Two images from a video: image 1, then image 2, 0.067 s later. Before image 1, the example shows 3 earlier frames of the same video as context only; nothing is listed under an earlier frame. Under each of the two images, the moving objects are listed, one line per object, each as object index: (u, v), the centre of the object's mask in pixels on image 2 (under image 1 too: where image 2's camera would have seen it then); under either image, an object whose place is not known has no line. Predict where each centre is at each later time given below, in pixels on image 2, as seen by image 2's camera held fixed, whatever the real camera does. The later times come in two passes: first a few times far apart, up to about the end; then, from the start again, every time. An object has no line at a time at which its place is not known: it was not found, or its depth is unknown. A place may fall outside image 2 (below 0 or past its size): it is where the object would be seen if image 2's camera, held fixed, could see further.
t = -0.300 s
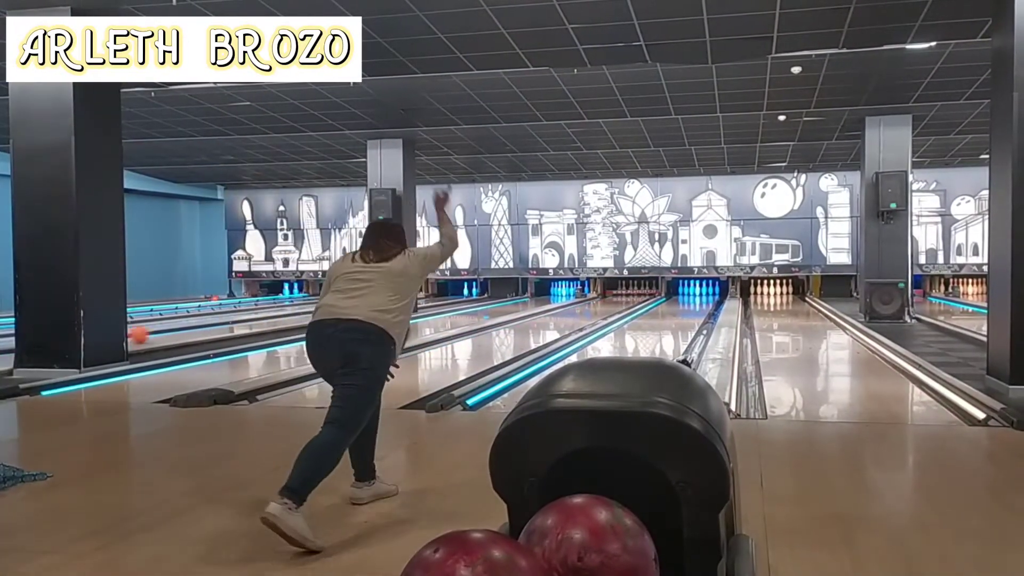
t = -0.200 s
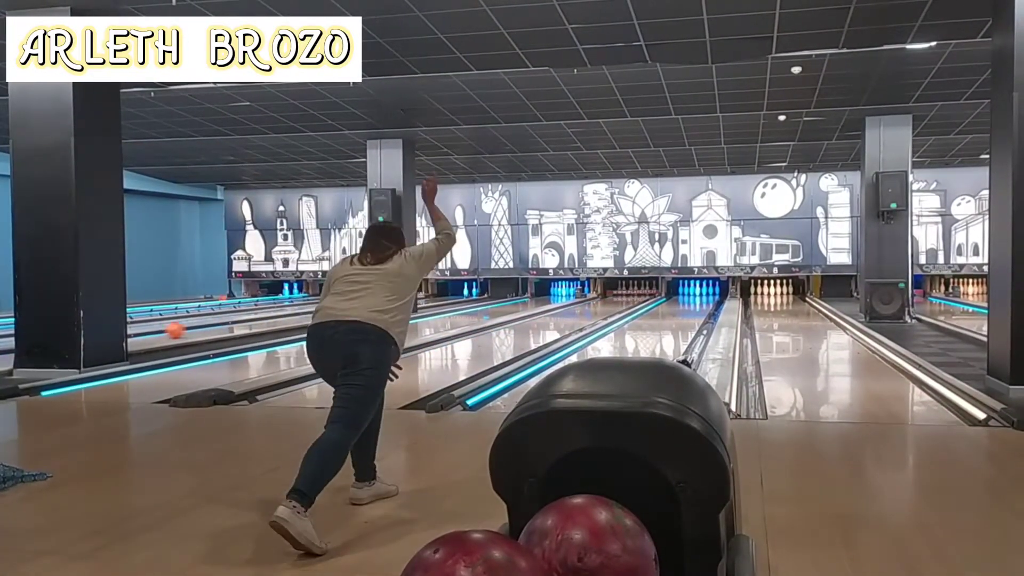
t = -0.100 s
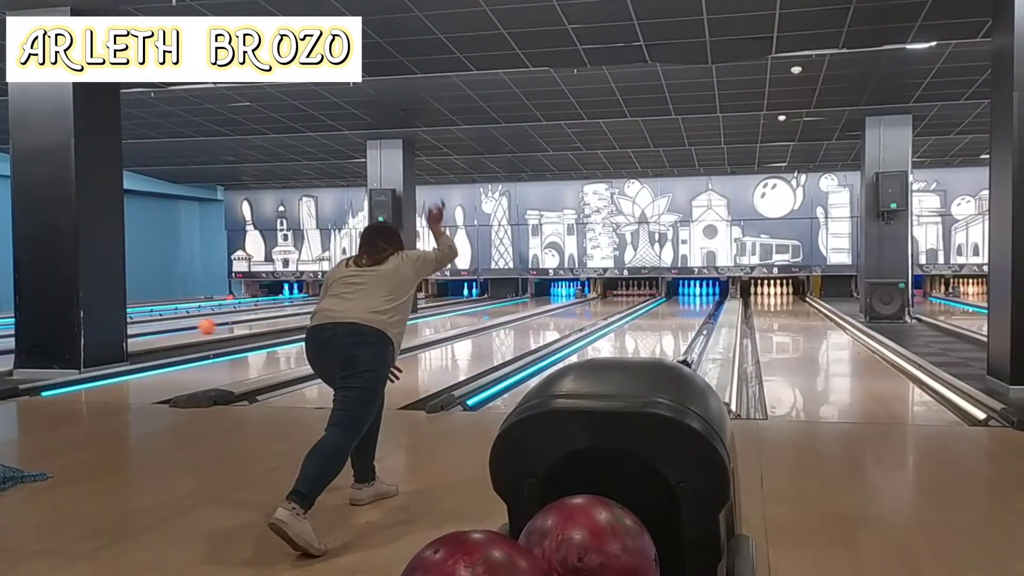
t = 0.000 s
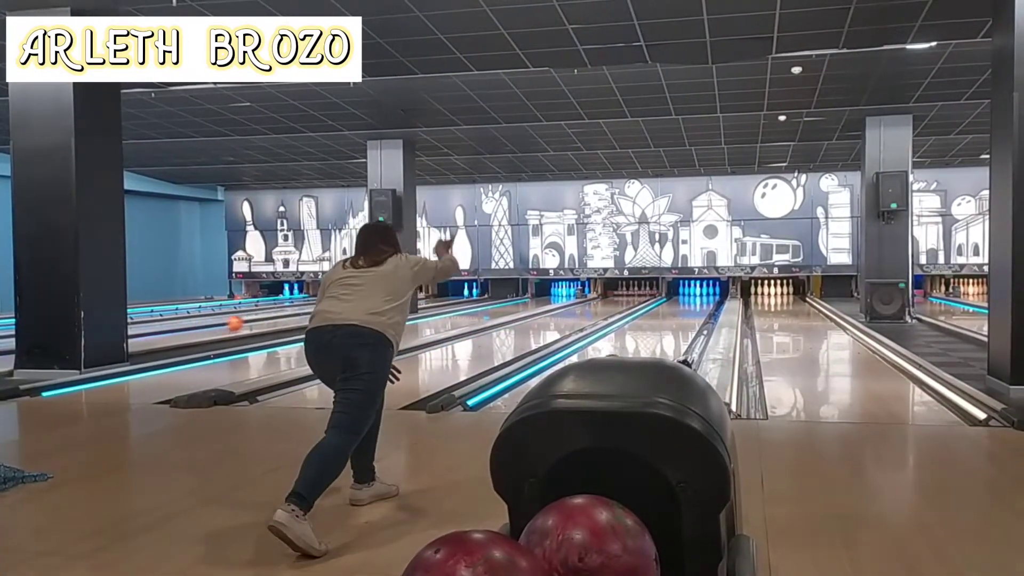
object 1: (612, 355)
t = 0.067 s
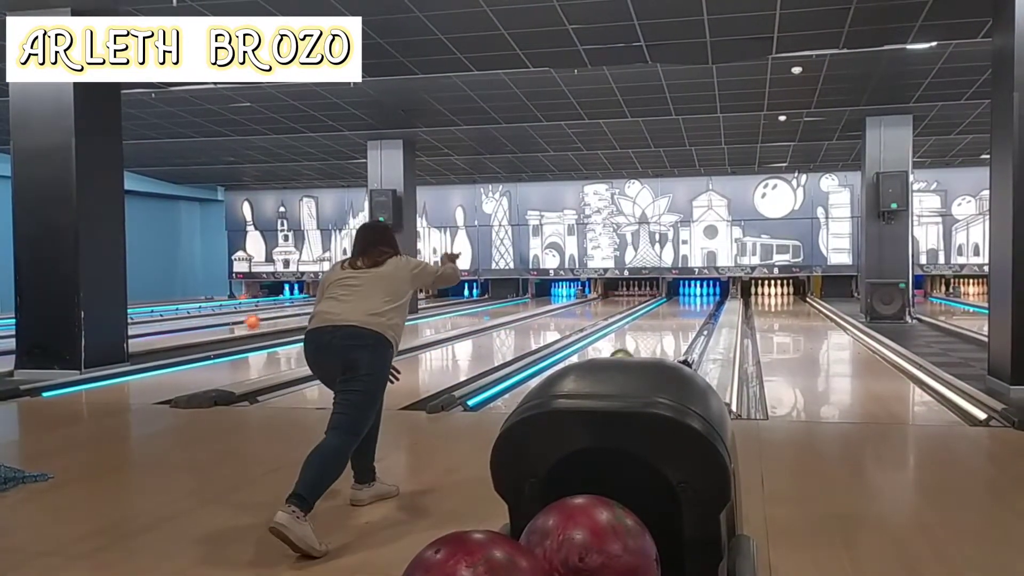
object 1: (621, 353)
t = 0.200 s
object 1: (637, 349)
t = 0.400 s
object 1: (654, 338)
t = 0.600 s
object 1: (667, 329)
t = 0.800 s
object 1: (677, 322)
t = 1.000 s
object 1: (685, 316)
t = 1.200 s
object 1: (691, 312)
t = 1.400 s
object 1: (696, 308)
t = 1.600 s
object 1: (700, 304)
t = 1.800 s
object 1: (702, 302)
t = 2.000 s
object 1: (705, 300)
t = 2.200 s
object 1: (706, 297)
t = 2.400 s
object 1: (708, 295)
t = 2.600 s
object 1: (708, 294)
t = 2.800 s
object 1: (708, 292)
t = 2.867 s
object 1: (712, 291)
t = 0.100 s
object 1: (626, 352)
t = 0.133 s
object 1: (629, 351)
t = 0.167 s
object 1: (633, 350)
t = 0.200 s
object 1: (637, 349)
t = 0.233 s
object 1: (640, 347)
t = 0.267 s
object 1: (643, 346)
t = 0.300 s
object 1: (646, 344)
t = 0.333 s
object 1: (649, 342)
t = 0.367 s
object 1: (652, 340)
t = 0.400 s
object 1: (654, 338)
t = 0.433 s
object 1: (657, 336)
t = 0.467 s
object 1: (659, 335)
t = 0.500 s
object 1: (661, 334)
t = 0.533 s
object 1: (663, 332)
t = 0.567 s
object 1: (665, 331)
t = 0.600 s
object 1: (667, 329)
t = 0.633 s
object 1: (669, 328)
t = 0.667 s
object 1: (671, 327)
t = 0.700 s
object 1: (672, 325)
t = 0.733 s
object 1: (674, 324)
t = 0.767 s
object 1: (676, 323)
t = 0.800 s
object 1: (677, 322)
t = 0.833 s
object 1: (679, 321)
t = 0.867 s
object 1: (680, 320)
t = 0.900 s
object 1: (681, 319)
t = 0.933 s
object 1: (682, 318)
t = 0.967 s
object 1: (684, 317)
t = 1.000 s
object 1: (685, 316)
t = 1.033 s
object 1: (686, 315)
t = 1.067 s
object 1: (687, 314)
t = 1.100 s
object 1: (688, 314)
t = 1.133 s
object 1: (690, 313)
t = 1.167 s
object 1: (690, 312)
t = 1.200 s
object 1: (691, 312)
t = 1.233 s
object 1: (692, 311)
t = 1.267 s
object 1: (692, 310)
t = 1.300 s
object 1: (694, 310)
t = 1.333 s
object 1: (694, 309)
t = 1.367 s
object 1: (696, 308)
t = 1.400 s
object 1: (696, 308)
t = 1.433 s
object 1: (697, 307)
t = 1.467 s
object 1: (697, 307)
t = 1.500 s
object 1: (698, 306)
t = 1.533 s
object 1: (698, 305)
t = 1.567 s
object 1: (699, 305)
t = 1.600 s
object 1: (700, 304)
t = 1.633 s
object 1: (700, 304)
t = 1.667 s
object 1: (701, 303)
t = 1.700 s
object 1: (701, 303)
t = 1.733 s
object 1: (702, 302)
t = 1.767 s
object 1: (702, 302)
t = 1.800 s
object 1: (702, 302)
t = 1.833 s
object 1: (703, 301)
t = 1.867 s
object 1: (704, 301)
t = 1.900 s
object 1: (704, 300)
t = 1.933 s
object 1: (704, 300)
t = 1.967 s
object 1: (705, 300)
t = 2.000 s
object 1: (705, 300)
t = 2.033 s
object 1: (705, 299)
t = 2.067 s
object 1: (705, 299)
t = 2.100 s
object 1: (706, 298)
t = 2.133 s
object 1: (706, 298)
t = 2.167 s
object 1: (706, 298)
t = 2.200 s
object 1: (706, 297)
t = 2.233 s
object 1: (706, 297)
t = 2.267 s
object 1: (707, 296)
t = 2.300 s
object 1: (707, 296)
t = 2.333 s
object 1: (707, 296)
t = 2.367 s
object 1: (707, 295)
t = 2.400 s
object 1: (708, 295)
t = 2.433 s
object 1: (708, 295)
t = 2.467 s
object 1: (708, 295)
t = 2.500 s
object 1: (708, 295)
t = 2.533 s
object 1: (708, 294)
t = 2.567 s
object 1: (708, 294)
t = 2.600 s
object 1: (708, 294)
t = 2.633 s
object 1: (709, 294)
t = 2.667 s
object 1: (708, 293)
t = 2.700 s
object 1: (709, 293)
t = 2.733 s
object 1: (708, 293)
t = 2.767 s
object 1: (708, 292)
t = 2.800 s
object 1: (708, 292)
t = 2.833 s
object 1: (711, 291)
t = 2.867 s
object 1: (712, 291)
